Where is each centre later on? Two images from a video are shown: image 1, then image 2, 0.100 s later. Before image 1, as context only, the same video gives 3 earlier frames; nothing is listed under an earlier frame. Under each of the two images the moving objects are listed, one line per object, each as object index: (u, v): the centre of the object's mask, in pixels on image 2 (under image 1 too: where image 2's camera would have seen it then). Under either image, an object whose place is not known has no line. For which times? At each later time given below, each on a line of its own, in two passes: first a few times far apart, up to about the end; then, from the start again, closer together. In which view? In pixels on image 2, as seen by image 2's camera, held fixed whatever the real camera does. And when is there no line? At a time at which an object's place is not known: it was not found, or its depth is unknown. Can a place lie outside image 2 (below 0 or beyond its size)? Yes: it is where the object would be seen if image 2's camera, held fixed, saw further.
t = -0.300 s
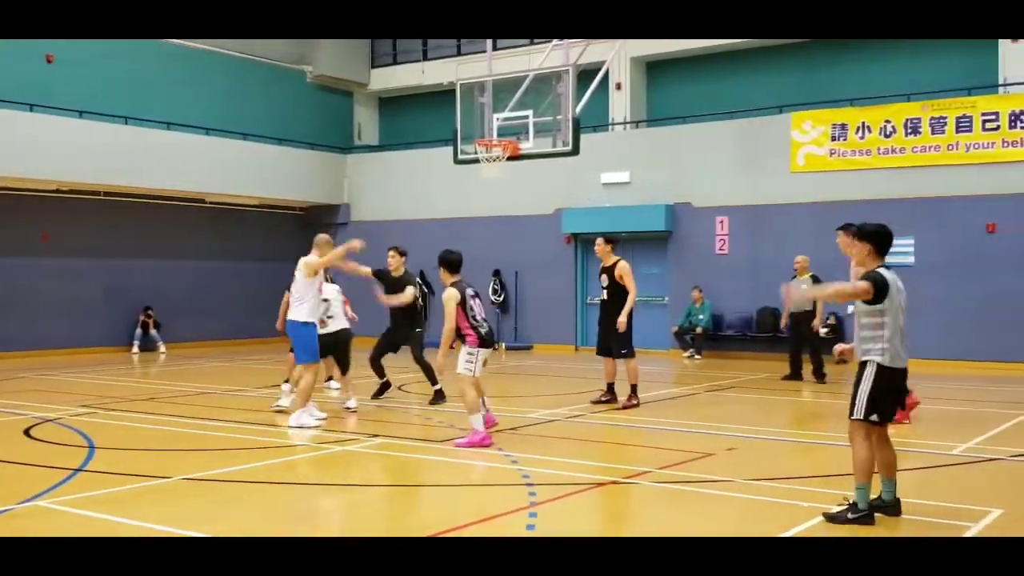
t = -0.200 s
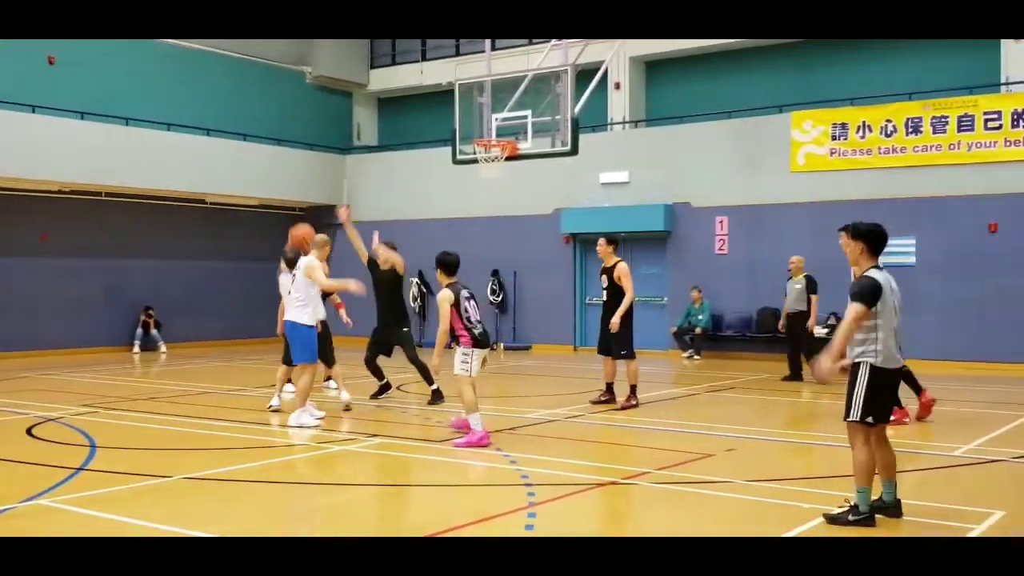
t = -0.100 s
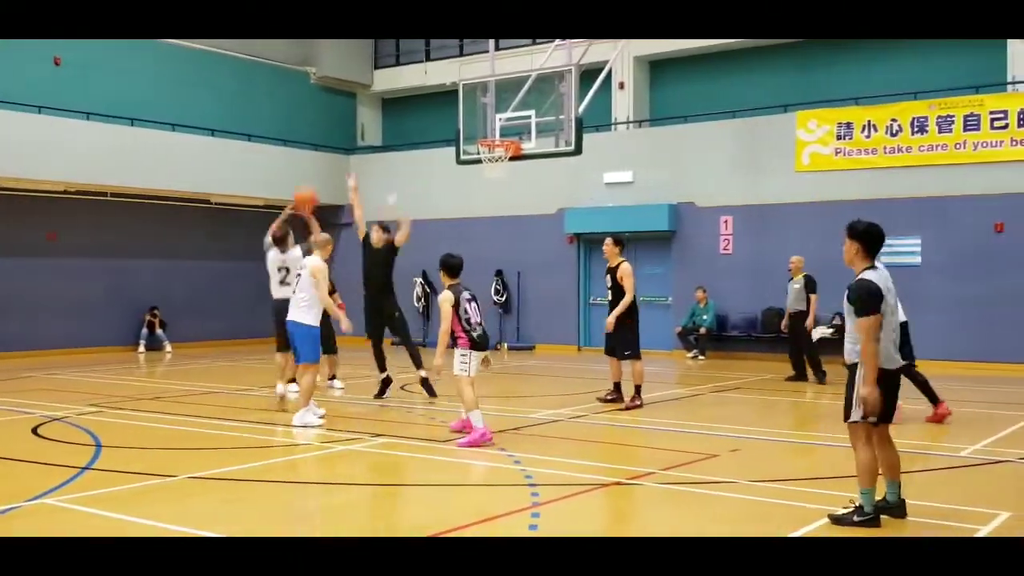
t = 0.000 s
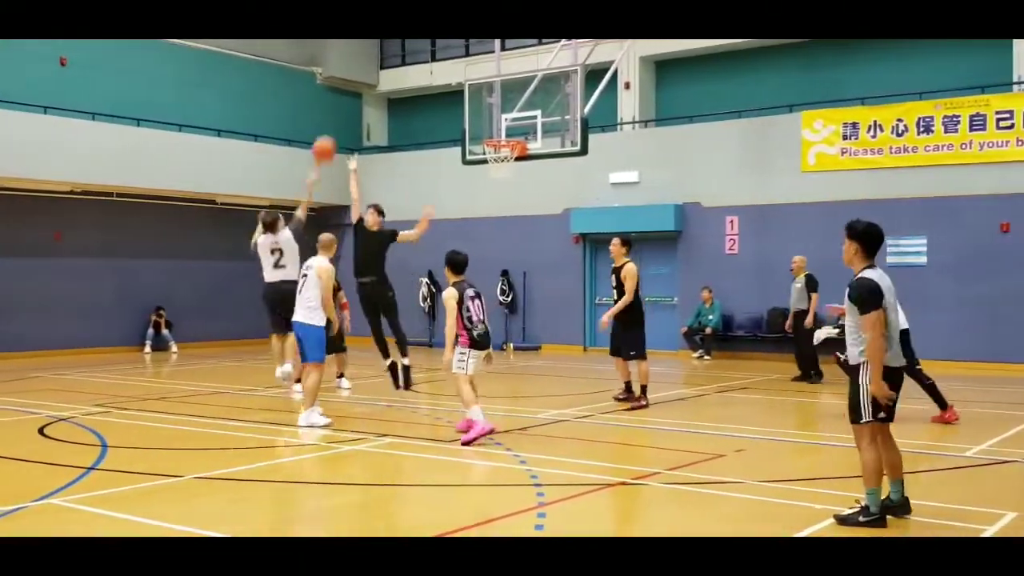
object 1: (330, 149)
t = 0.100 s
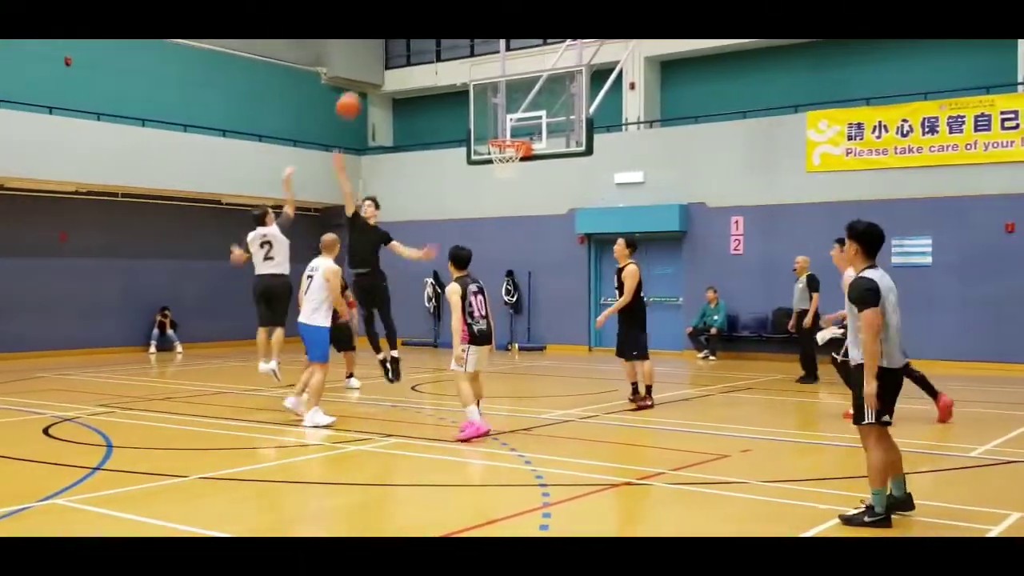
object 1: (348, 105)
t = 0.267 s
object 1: (380, 53)
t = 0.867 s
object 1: (481, 82)
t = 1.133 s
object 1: (517, 153)
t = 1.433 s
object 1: (504, 174)
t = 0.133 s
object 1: (355, 93)
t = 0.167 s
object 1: (361, 81)
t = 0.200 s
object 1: (368, 71)
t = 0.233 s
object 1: (374, 62)
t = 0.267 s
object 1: (380, 53)
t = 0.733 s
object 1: (461, 49)
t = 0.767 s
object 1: (466, 56)
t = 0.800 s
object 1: (471, 63)
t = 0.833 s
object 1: (476, 72)
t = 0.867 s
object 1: (481, 82)
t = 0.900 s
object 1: (485, 91)
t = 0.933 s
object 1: (490, 101)
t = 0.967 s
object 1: (495, 112)
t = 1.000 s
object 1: (500, 123)
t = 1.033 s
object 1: (504, 134)
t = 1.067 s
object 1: (510, 145)
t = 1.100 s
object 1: (512, 150)
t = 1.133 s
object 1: (517, 153)
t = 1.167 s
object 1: (517, 153)
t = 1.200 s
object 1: (517, 153)
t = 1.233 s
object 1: (516, 153)
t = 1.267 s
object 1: (514, 155)
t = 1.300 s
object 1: (511, 158)
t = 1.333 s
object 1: (510, 162)
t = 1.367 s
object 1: (508, 168)
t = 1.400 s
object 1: (506, 170)
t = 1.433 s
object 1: (504, 174)
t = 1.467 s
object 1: (502, 180)
